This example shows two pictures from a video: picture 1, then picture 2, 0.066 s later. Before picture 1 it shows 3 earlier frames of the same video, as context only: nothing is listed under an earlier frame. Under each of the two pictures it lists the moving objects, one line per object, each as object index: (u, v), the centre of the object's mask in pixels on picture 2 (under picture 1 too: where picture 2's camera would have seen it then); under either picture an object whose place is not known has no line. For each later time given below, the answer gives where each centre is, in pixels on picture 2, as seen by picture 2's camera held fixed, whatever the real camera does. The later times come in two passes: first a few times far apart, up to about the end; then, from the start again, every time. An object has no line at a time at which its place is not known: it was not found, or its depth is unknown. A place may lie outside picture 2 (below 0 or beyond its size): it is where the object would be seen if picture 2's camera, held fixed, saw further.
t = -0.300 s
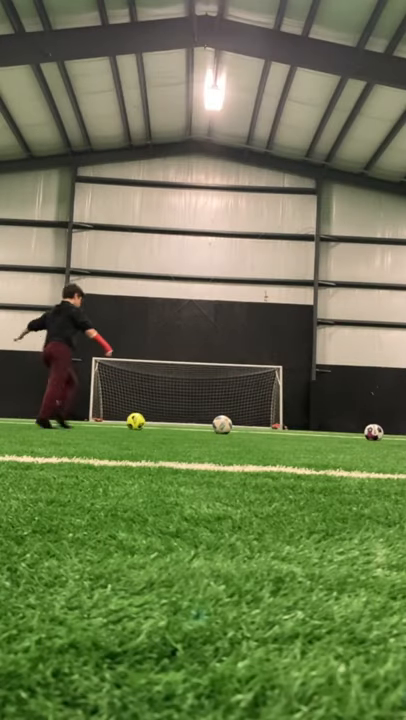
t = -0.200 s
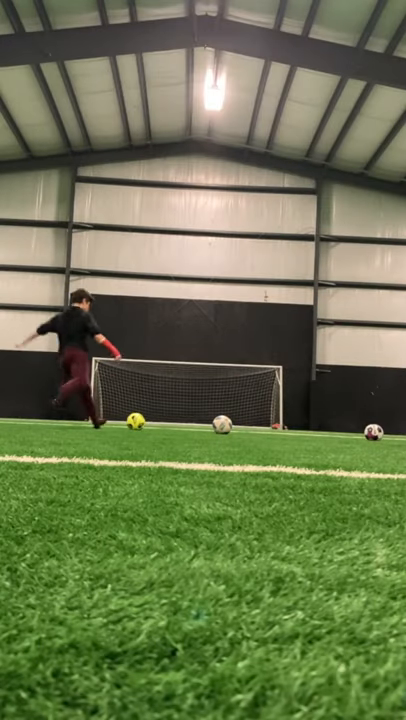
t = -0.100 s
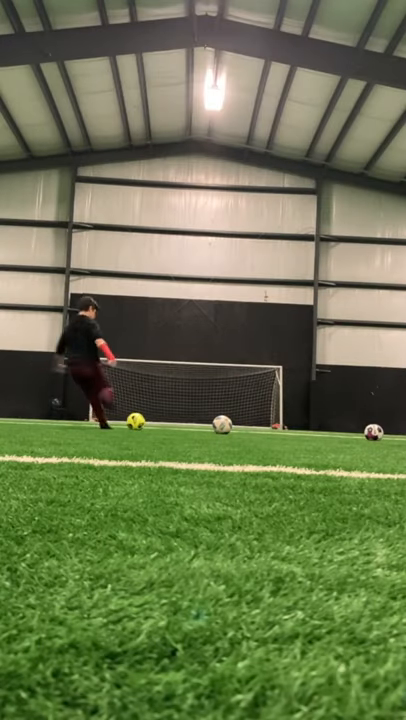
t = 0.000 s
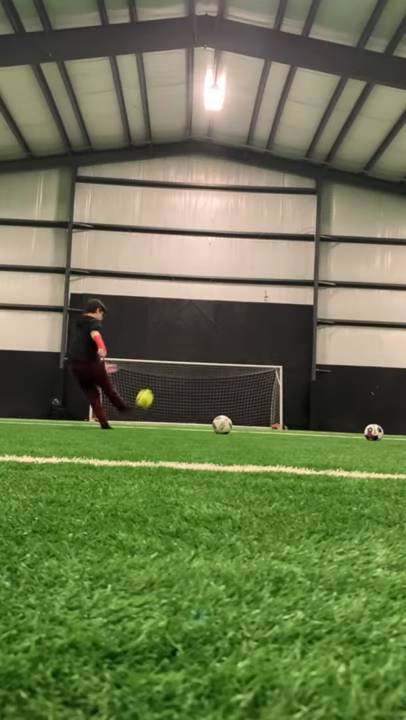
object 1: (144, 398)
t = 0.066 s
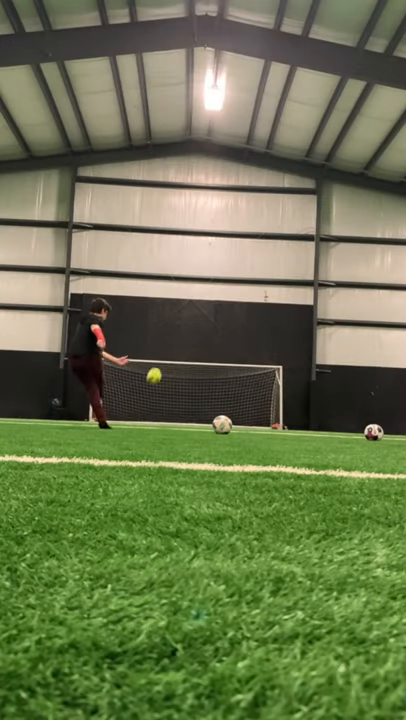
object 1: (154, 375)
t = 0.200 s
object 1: (165, 351)
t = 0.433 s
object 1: (173, 341)
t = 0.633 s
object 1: (172, 348)
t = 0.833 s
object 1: (168, 365)
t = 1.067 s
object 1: (160, 412)
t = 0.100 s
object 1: (157, 367)
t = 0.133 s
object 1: (160, 360)
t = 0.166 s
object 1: (163, 355)
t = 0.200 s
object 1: (165, 351)
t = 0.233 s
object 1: (167, 348)
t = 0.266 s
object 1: (169, 346)
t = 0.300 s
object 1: (170, 344)
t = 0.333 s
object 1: (171, 343)
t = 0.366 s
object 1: (172, 342)
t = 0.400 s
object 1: (172, 341)
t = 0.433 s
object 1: (173, 341)
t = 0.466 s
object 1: (173, 342)
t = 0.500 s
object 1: (173, 342)
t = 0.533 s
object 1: (173, 343)
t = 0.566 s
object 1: (172, 345)
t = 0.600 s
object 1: (172, 346)
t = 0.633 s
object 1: (172, 348)
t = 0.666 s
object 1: (171, 350)
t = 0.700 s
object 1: (171, 352)
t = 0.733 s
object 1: (170, 355)
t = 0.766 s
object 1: (170, 358)
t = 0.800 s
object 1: (169, 360)
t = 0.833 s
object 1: (168, 365)
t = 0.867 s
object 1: (167, 374)
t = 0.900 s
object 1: (165, 384)
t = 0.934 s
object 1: (164, 393)
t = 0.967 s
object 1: (163, 404)
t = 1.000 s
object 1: (161, 415)
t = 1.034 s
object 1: (160, 419)
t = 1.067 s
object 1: (160, 412)
